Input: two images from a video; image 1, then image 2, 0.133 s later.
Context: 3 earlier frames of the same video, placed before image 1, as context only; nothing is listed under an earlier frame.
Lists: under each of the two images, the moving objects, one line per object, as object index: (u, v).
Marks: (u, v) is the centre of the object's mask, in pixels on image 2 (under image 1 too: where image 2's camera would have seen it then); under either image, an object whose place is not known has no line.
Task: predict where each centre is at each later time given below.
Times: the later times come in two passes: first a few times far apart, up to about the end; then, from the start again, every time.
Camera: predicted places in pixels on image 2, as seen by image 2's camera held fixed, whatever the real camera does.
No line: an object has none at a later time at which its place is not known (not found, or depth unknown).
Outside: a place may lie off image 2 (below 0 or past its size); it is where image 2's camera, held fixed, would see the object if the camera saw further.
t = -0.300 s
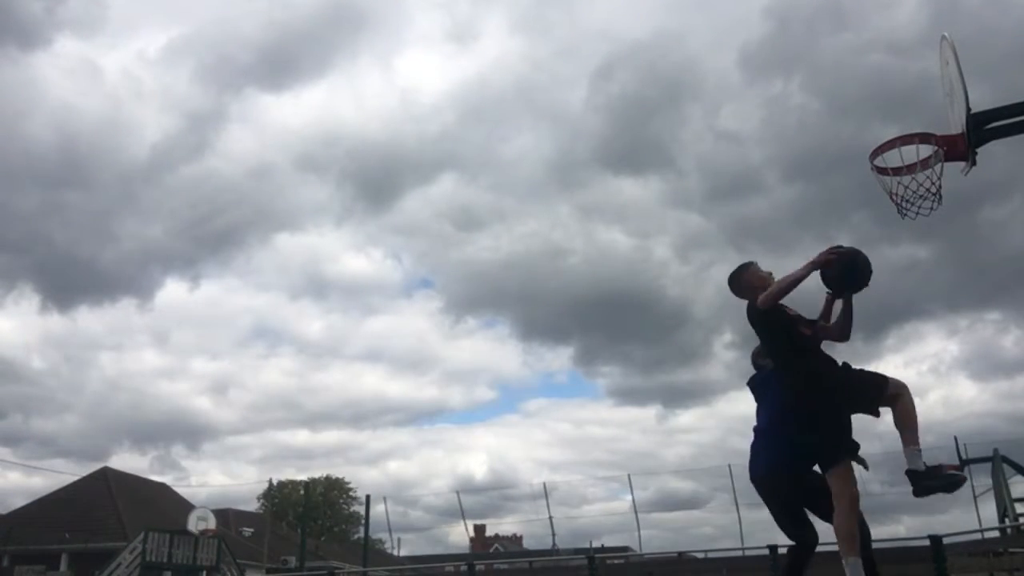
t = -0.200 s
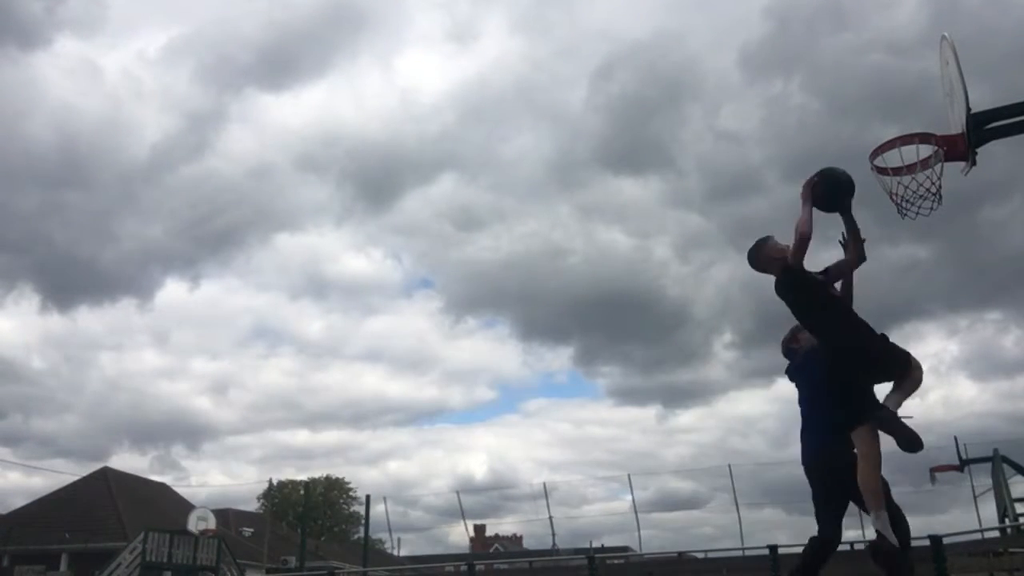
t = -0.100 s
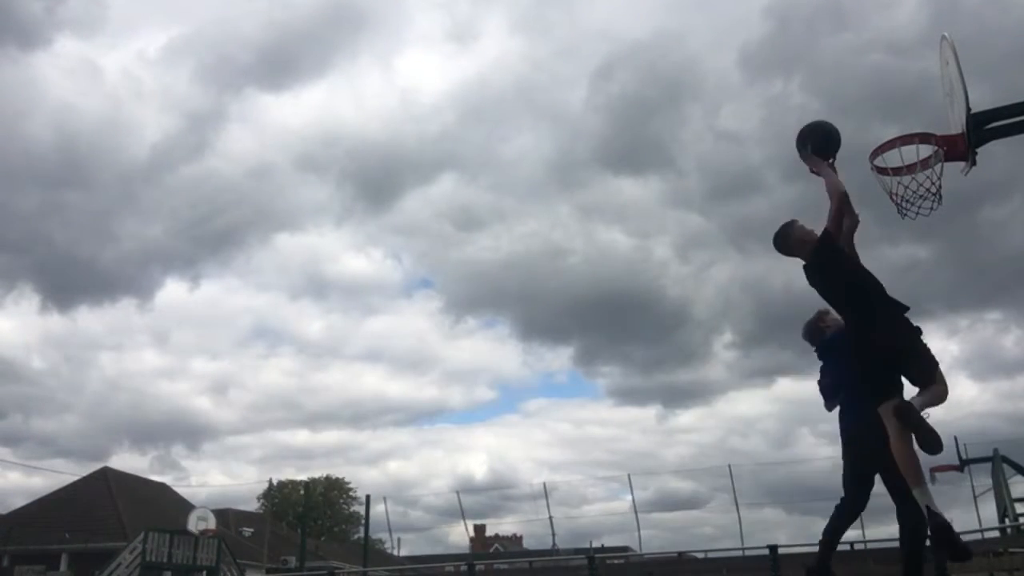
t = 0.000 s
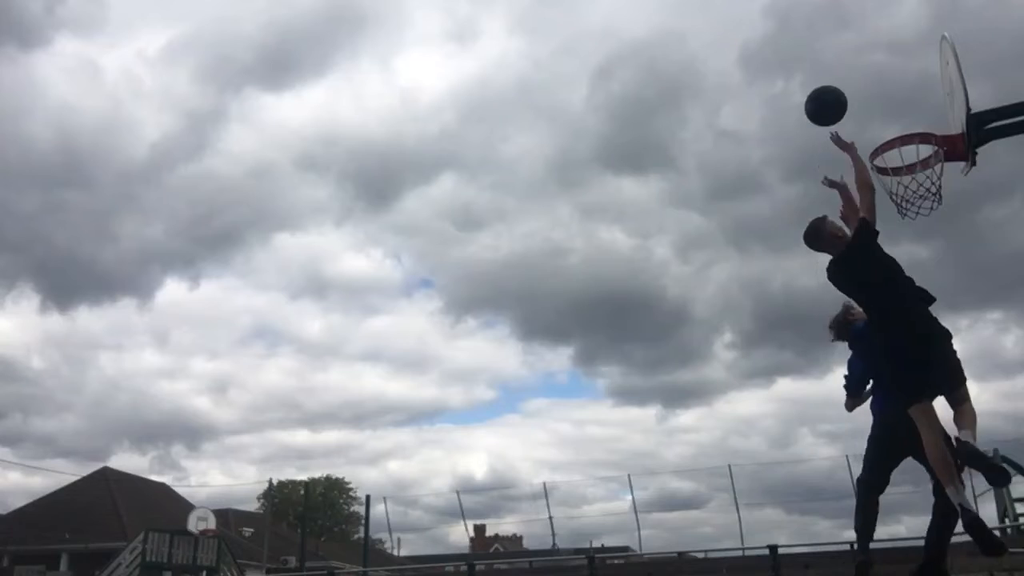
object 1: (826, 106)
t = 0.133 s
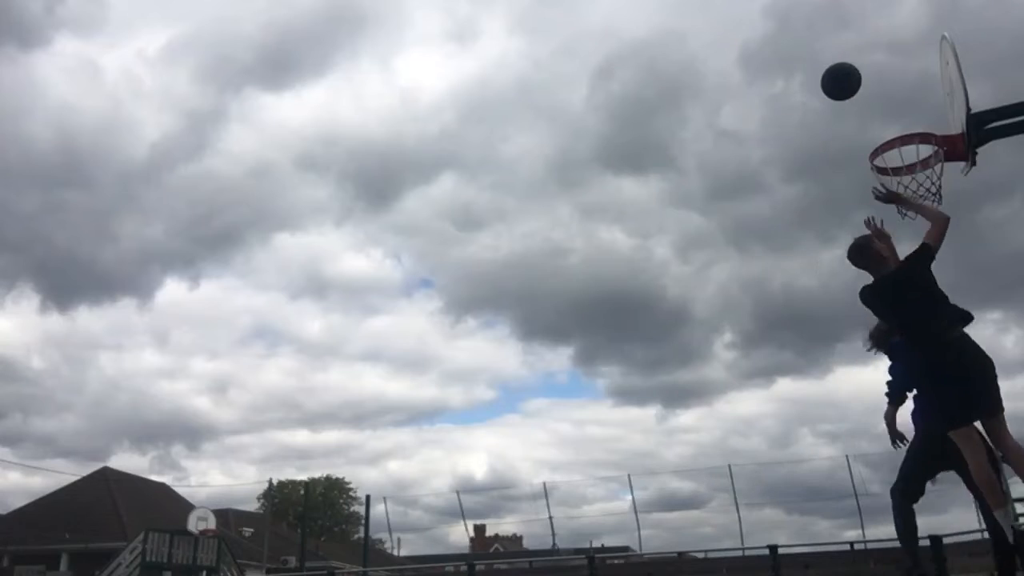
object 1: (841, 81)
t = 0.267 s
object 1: (858, 82)
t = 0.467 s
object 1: (889, 122)
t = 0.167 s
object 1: (845, 79)
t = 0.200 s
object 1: (849, 79)
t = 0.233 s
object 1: (854, 80)
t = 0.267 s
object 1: (858, 82)
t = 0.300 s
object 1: (863, 85)
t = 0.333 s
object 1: (867, 90)
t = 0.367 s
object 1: (873, 96)
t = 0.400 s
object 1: (878, 104)
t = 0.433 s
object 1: (884, 112)
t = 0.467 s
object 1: (889, 122)
